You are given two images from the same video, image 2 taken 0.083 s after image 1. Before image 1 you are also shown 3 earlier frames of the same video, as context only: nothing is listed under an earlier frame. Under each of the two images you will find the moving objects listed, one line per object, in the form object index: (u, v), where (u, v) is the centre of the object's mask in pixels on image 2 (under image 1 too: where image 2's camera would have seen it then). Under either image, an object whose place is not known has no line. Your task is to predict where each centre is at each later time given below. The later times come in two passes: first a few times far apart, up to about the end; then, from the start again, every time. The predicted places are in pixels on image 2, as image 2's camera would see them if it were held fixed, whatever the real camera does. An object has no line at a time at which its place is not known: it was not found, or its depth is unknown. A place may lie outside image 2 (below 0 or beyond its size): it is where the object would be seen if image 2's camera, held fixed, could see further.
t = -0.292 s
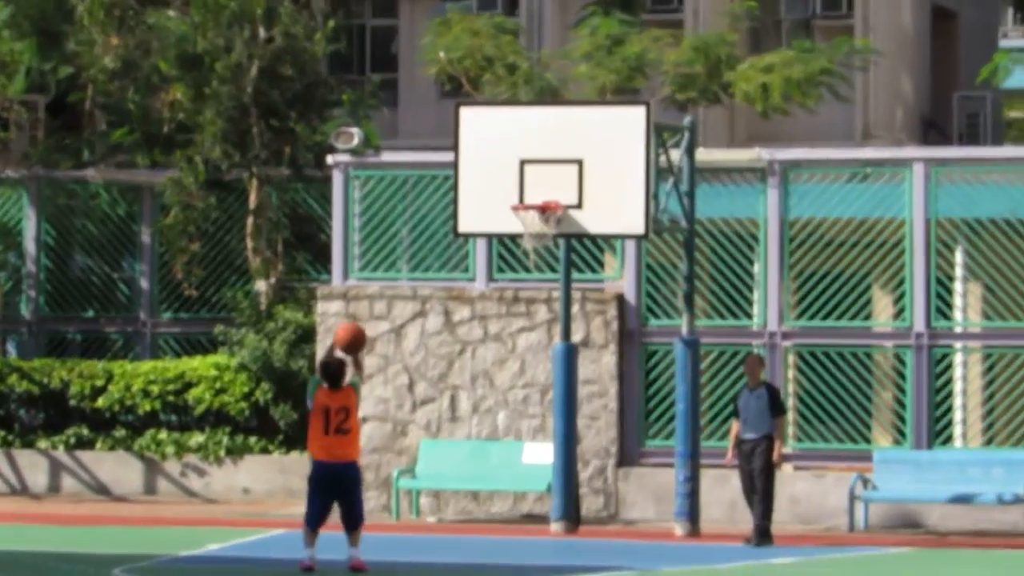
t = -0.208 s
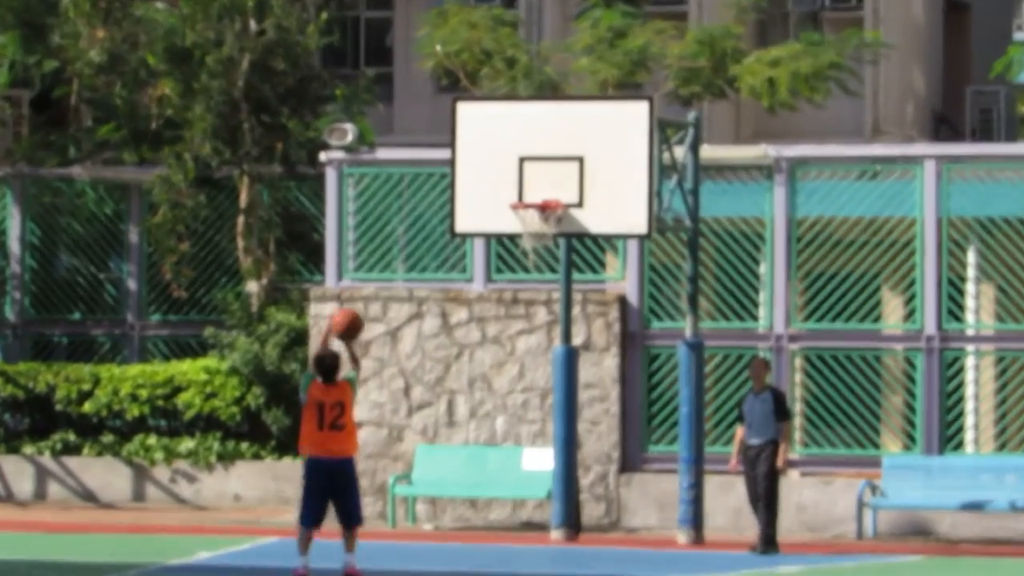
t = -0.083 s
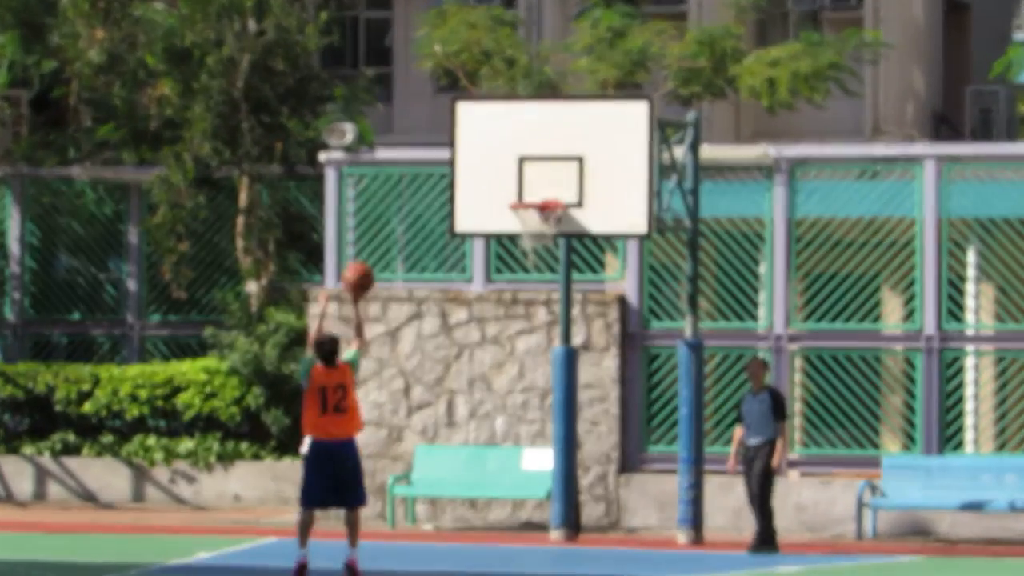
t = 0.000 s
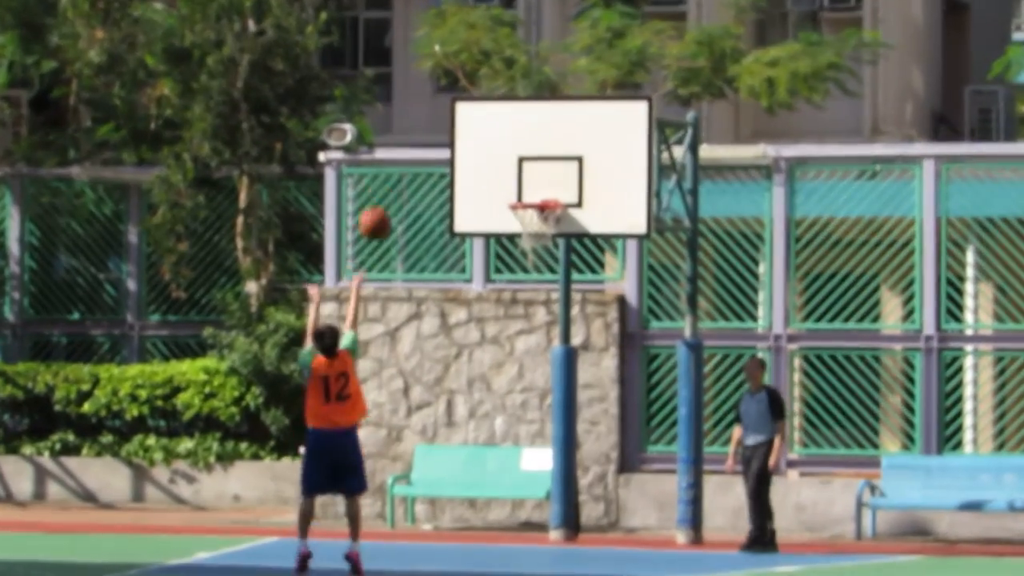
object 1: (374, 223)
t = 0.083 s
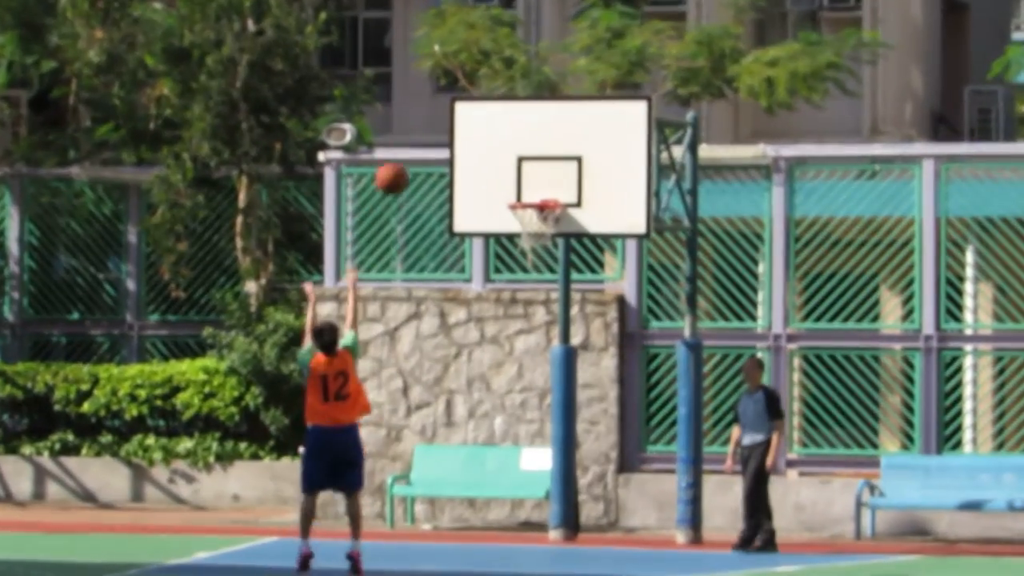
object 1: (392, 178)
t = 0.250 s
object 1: (425, 118)
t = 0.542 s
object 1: (479, 103)
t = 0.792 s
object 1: (522, 169)
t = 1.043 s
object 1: (540, 265)
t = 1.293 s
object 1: (545, 404)
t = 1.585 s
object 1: (552, 466)
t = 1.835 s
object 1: (555, 346)
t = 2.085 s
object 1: (560, 299)
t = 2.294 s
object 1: (563, 318)
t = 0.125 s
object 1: (400, 159)
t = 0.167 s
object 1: (408, 144)
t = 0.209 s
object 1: (417, 130)
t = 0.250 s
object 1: (425, 118)
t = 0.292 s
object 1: (433, 110)
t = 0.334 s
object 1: (440, 103)
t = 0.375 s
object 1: (448, 99)
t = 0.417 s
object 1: (456, 97)
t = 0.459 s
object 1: (464, 97)
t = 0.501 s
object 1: (471, 99)
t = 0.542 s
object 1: (479, 103)
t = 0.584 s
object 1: (486, 109)
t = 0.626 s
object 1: (494, 118)
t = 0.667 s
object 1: (501, 128)
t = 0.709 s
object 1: (508, 140)
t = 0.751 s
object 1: (515, 154)
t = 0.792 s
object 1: (522, 169)
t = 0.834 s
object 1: (529, 188)
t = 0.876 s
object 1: (535, 206)
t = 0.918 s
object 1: (538, 216)
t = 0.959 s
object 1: (538, 243)
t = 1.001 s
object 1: (541, 250)
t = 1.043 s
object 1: (540, 265)
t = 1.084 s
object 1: (541, 283)
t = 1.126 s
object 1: (542, 302)
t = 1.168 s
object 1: (543, 324)
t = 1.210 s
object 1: (544, 349)
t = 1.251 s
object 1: (545, 375)
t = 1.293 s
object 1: (545, 404)
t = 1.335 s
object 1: (547, 434)
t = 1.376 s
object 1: (548, 468)
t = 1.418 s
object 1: (548, 502)
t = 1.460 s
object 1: (549, 540)
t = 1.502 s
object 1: (549, 521)
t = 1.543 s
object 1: (550, 492)
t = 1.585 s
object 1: (552, 466)
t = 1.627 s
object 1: (553, 441)
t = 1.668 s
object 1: (553, 417)
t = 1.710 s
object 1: (553, 397)
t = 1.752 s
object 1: (554, 378)
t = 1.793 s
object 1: (554, 361)
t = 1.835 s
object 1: (555, 346)
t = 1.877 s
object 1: (556, 333)
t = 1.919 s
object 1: (556, 323)
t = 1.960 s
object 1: (557, 313)
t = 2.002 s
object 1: (558, 307)
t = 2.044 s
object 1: (559, 302)
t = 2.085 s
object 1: (560, 299)
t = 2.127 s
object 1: (560, 299)
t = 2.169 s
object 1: (561, 300)
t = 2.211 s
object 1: (562, 304)
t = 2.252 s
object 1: (563, 309)
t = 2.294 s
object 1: (563, 318)
